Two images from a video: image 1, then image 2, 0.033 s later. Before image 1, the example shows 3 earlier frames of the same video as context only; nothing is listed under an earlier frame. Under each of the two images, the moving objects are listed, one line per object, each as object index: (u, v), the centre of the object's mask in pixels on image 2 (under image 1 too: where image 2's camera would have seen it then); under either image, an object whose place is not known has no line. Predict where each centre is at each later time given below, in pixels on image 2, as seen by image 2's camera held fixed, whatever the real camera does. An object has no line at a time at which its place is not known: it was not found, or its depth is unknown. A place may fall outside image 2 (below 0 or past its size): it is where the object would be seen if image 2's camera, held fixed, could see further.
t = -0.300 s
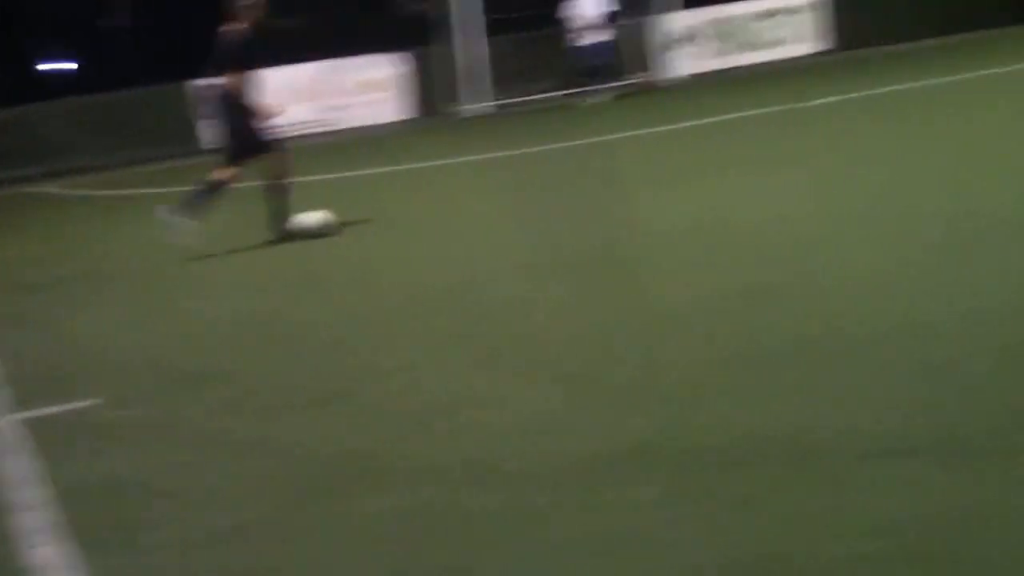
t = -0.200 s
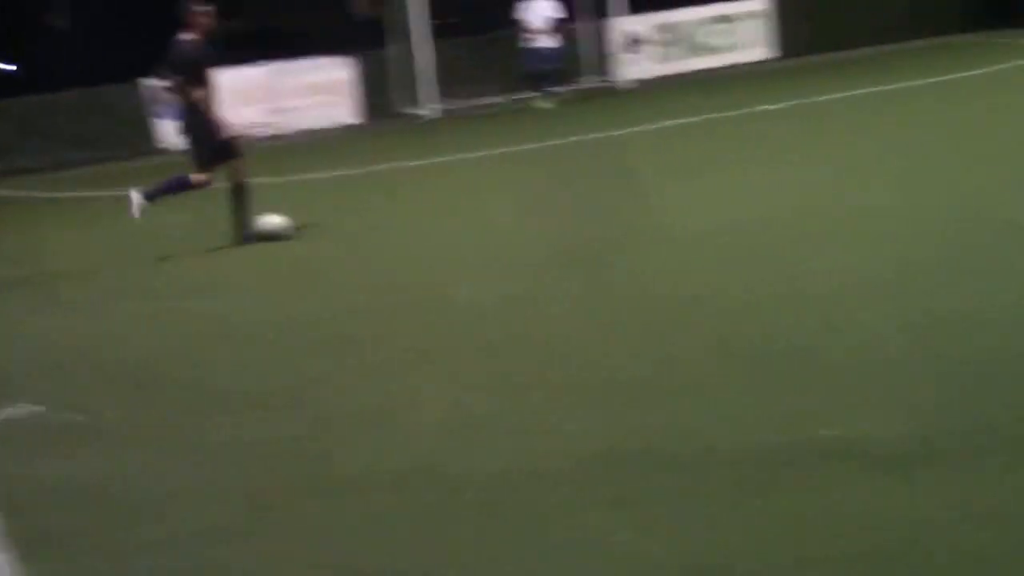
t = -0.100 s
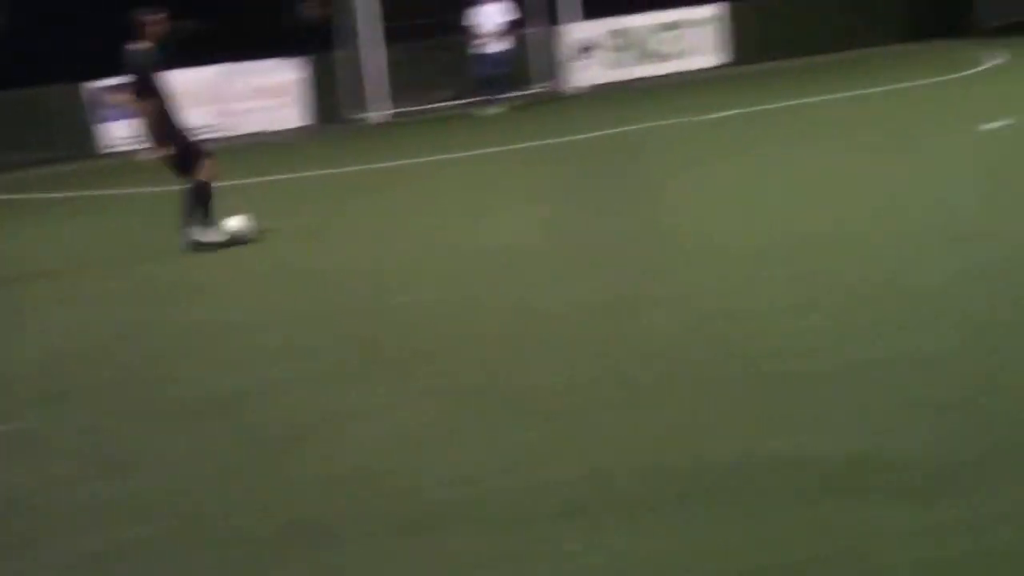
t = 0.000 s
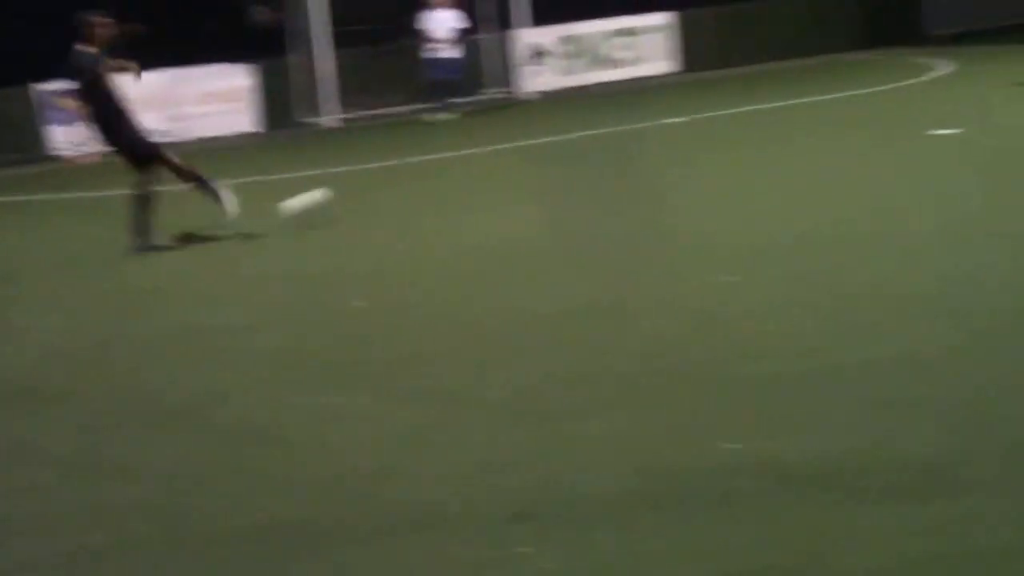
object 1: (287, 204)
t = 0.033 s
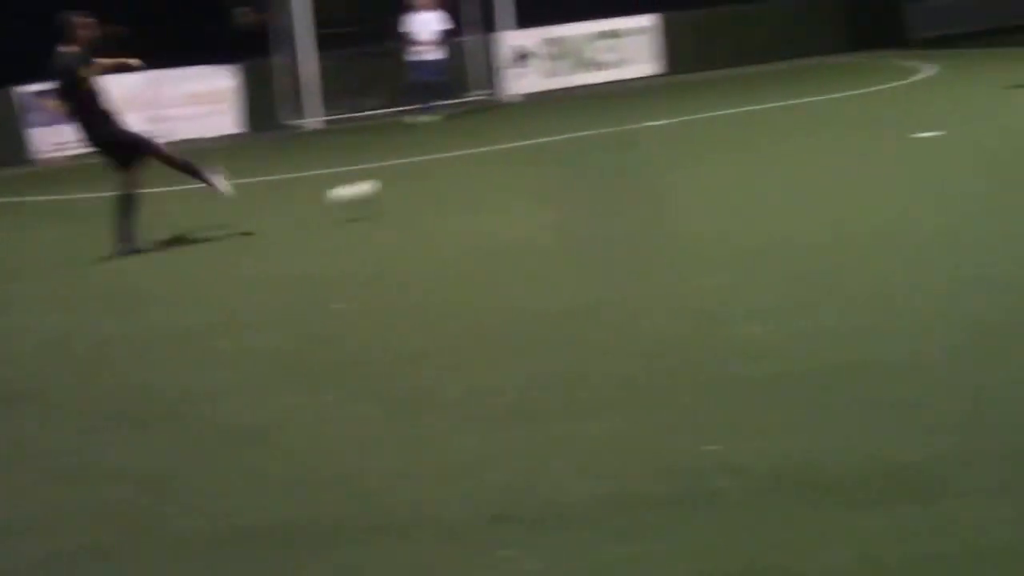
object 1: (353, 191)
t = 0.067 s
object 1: (412, 183)
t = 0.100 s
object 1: (468, 176)
